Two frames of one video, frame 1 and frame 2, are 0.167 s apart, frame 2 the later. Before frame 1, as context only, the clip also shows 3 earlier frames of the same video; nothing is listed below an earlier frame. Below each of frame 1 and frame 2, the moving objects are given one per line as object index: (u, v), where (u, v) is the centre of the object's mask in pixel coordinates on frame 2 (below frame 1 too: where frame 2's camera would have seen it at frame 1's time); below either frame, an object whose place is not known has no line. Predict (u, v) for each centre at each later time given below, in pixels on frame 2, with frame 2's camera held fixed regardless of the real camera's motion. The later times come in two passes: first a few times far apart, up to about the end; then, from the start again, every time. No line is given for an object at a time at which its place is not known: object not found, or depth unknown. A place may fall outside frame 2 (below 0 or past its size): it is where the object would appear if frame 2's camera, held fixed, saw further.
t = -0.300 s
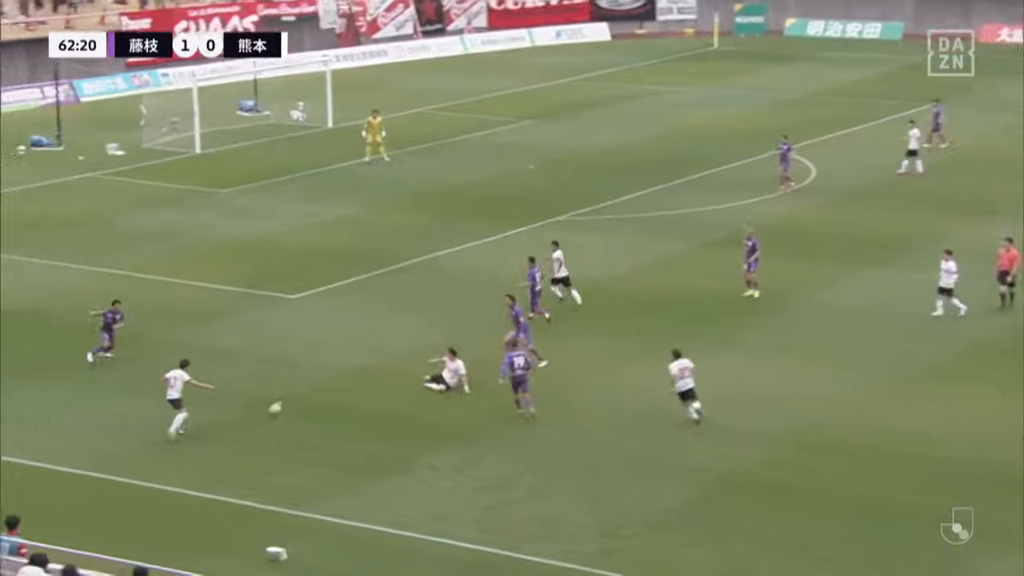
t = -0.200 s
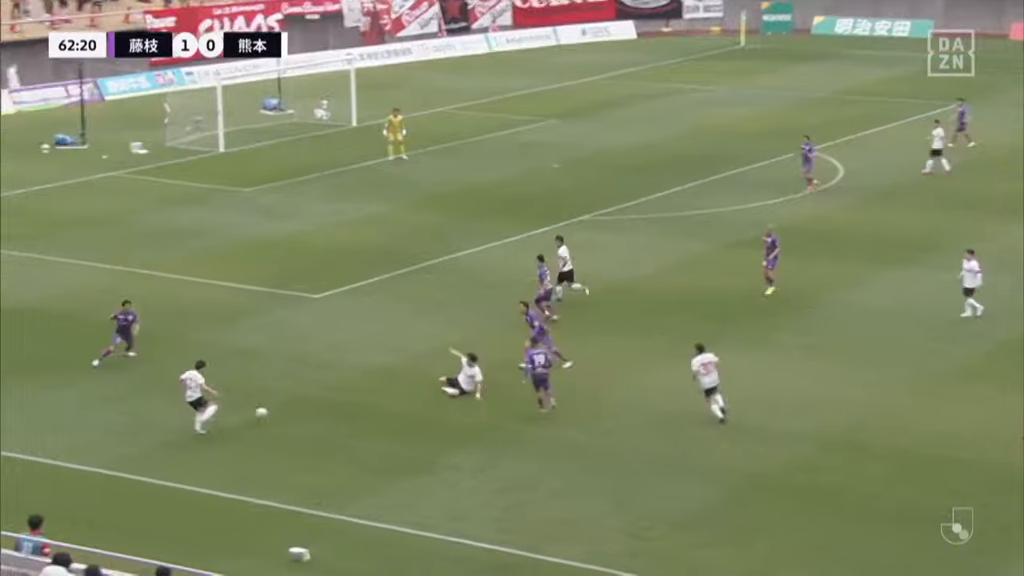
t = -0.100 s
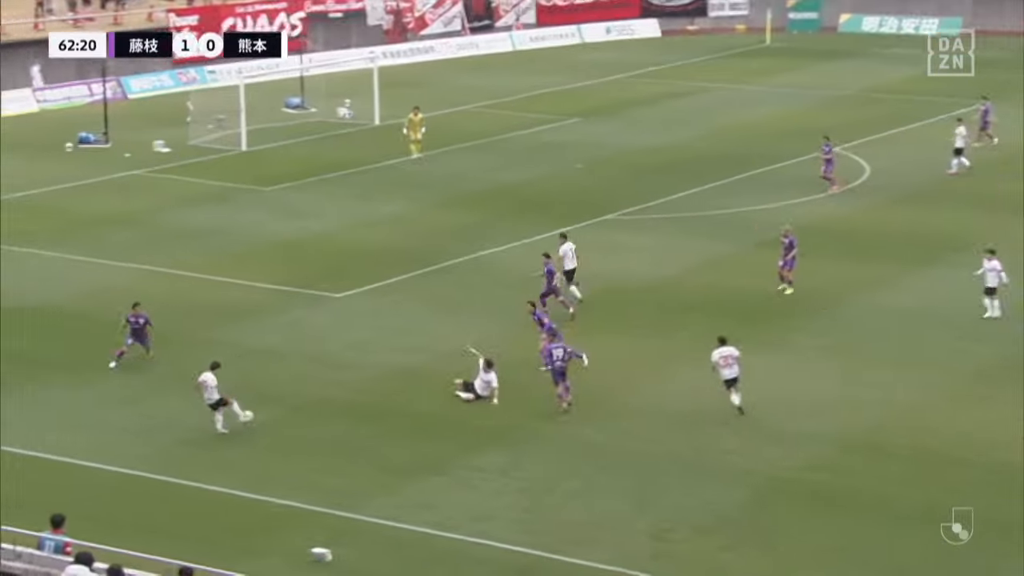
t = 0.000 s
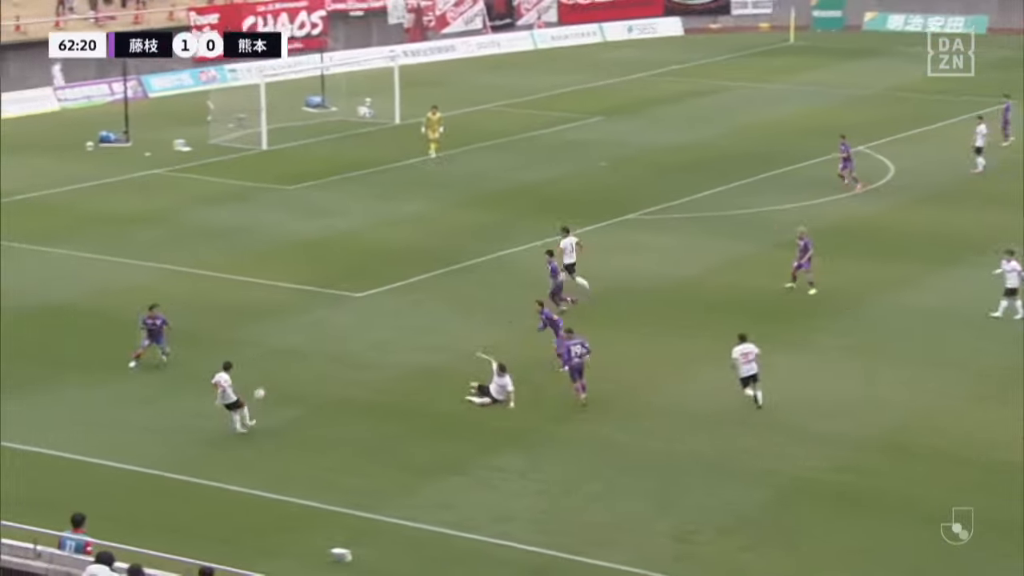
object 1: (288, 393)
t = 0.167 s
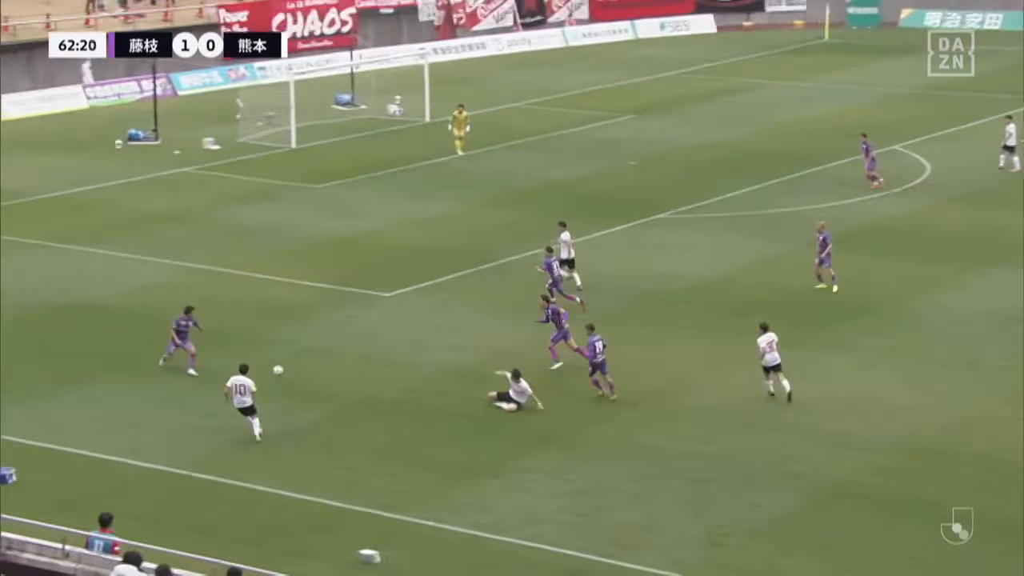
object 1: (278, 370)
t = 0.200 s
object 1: (276, 367)
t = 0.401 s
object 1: (266, 333)
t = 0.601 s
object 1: (259, 311)
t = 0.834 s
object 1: (251, 291)
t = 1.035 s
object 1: (244, 272)
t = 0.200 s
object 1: (276, 367)
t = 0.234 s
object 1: (274, 360)
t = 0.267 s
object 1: (273, 355)
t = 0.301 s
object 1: (271, 348)
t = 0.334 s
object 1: (269, 342)
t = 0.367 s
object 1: (267, 337)
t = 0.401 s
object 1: (266, 333)
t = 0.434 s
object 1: (265, 330)
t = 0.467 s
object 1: (264, 327)
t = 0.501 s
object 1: (262, 325)
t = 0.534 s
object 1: (261, 322)
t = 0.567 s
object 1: (260, 317)
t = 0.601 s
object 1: (259, 311)
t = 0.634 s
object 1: (257, 306)
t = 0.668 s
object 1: (256, 302)
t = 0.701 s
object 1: (255, 298)
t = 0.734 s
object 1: (254, 296)
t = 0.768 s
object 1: (252, 293)
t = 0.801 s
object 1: (252, 292)
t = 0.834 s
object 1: (251, 291)
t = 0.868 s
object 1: (249, 288)
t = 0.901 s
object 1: (248, 284)
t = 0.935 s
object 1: (247, 281)
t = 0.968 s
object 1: (247, 276)
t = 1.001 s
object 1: (246, 274)
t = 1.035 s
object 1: (244, 272)
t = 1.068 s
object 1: (243, 270)
